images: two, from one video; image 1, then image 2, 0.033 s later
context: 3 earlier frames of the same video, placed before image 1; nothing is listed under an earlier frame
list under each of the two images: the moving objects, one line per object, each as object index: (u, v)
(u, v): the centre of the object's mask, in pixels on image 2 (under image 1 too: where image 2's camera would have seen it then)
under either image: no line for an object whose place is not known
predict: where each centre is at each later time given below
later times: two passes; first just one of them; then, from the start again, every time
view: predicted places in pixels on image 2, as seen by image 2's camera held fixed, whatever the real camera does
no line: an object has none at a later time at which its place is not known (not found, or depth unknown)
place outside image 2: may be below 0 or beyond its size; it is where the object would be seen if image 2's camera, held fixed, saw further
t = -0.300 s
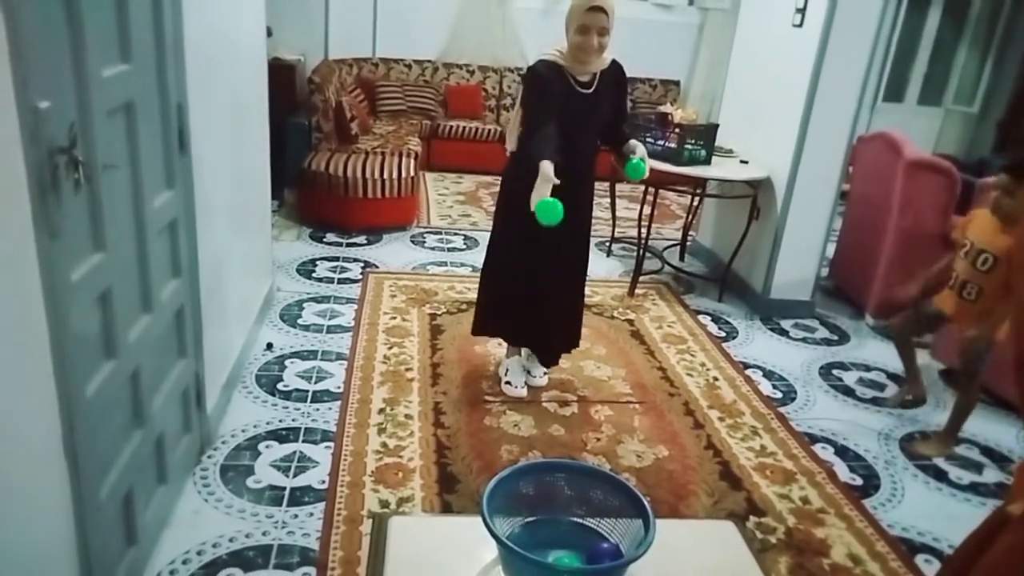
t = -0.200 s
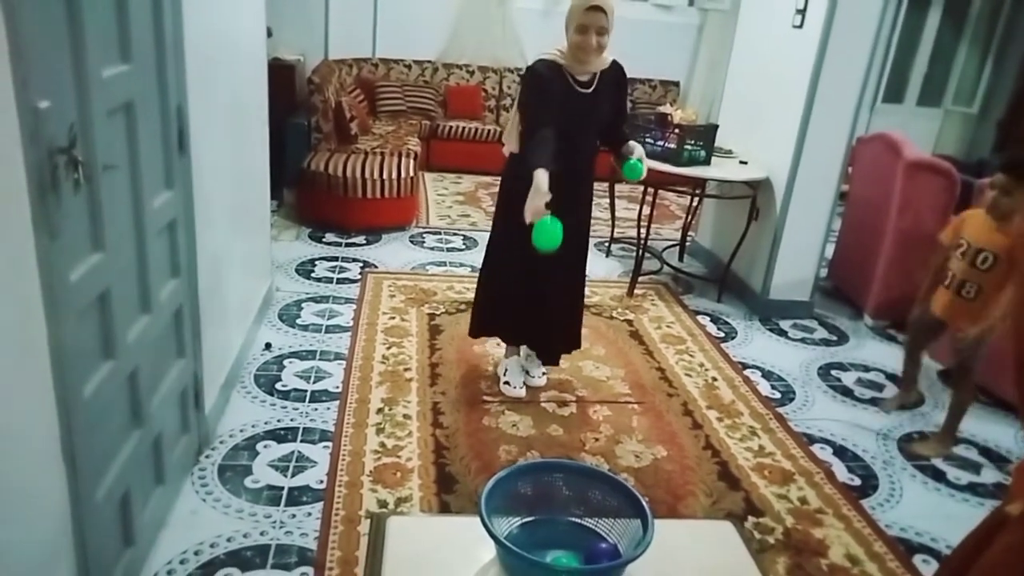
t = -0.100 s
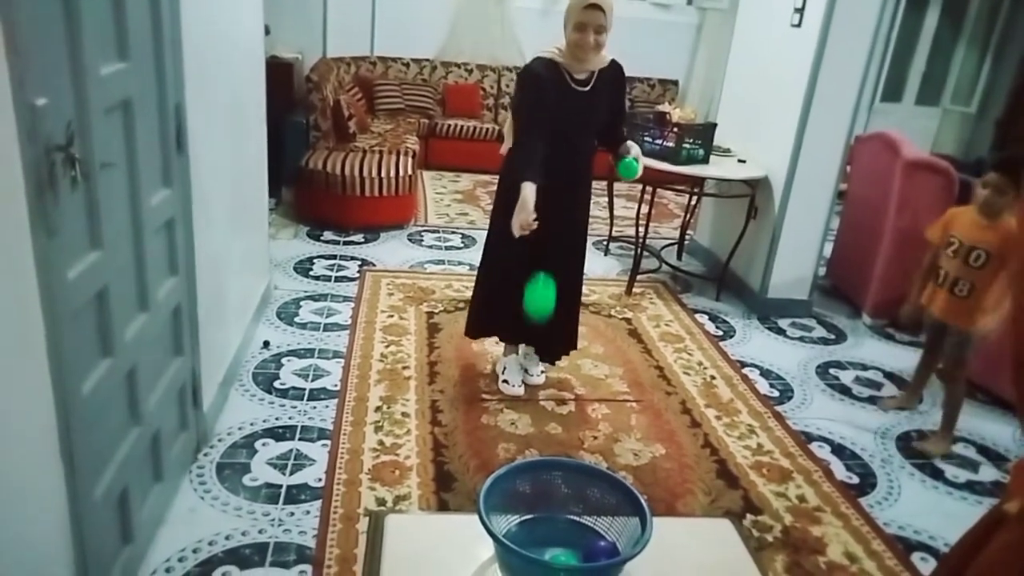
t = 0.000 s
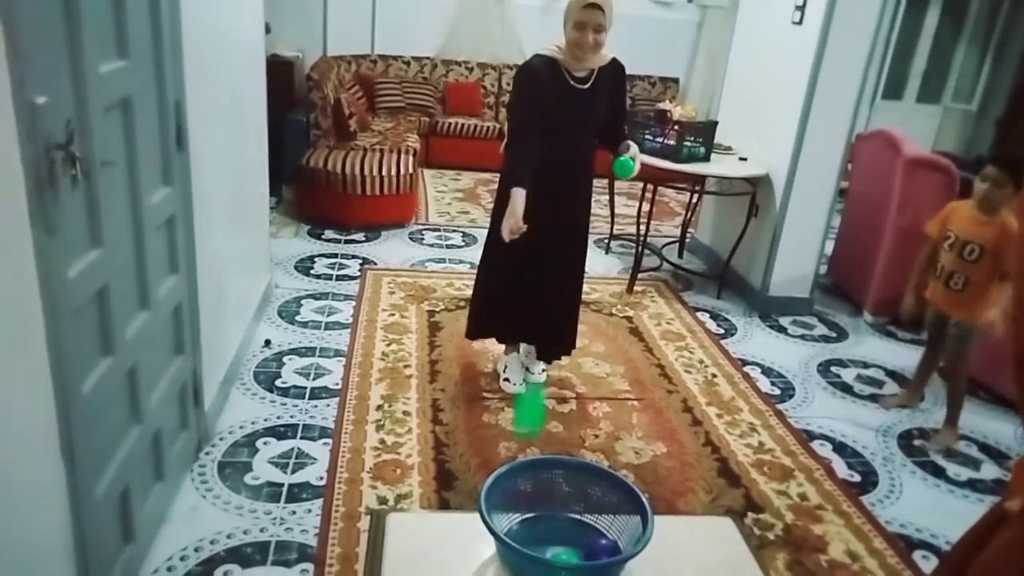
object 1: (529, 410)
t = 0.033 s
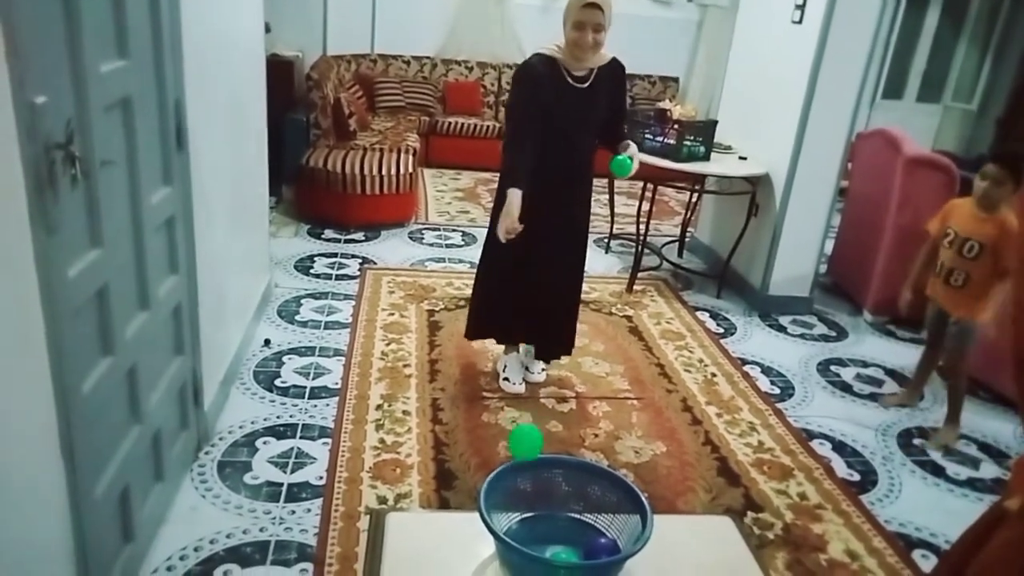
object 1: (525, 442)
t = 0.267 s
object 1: (532, 477)
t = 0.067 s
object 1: (527, 435)
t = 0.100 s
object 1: (529, 431)
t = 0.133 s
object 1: (530, 431)
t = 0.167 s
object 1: (532, 434)
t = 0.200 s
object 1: (533, 444)
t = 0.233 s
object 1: (533, 457)
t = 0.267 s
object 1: (532, 477)
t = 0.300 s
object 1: (531, 500)
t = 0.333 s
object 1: (530, 531)
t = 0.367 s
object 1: (527, 561)
